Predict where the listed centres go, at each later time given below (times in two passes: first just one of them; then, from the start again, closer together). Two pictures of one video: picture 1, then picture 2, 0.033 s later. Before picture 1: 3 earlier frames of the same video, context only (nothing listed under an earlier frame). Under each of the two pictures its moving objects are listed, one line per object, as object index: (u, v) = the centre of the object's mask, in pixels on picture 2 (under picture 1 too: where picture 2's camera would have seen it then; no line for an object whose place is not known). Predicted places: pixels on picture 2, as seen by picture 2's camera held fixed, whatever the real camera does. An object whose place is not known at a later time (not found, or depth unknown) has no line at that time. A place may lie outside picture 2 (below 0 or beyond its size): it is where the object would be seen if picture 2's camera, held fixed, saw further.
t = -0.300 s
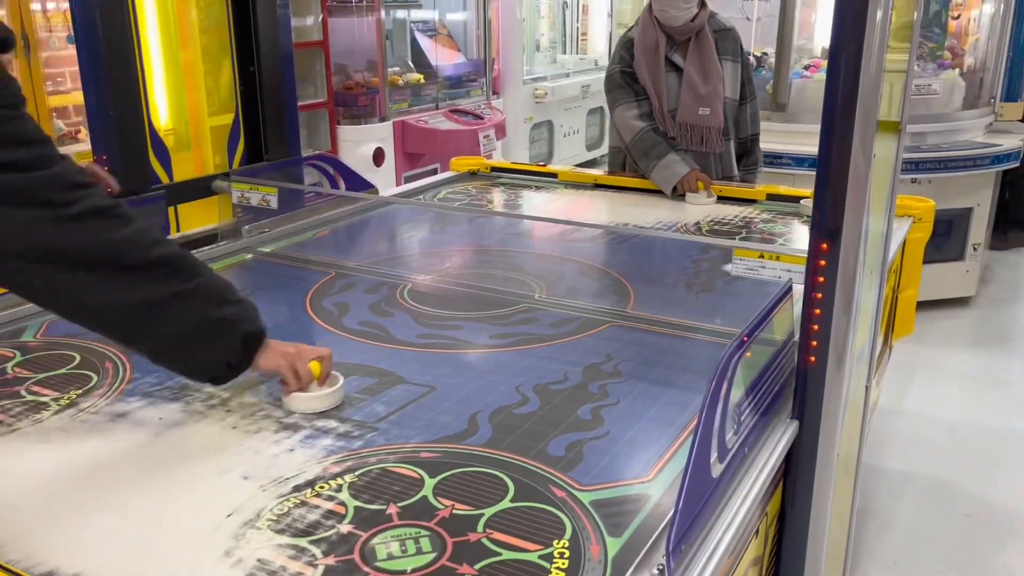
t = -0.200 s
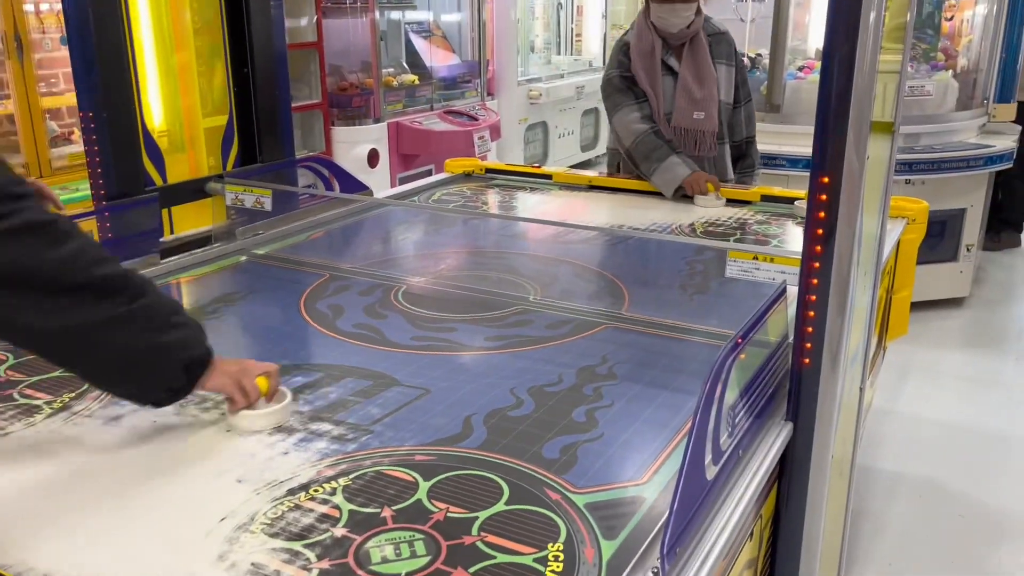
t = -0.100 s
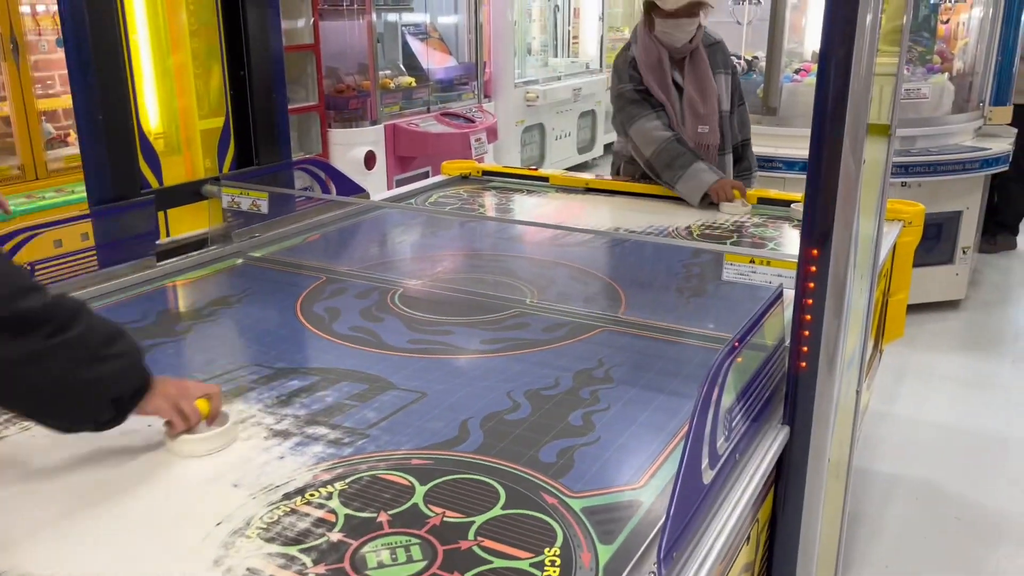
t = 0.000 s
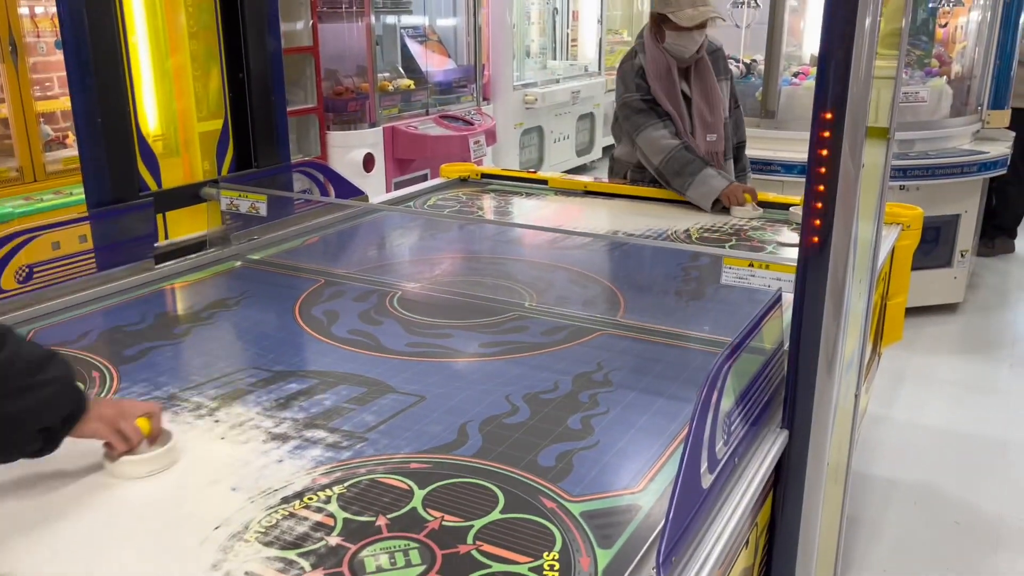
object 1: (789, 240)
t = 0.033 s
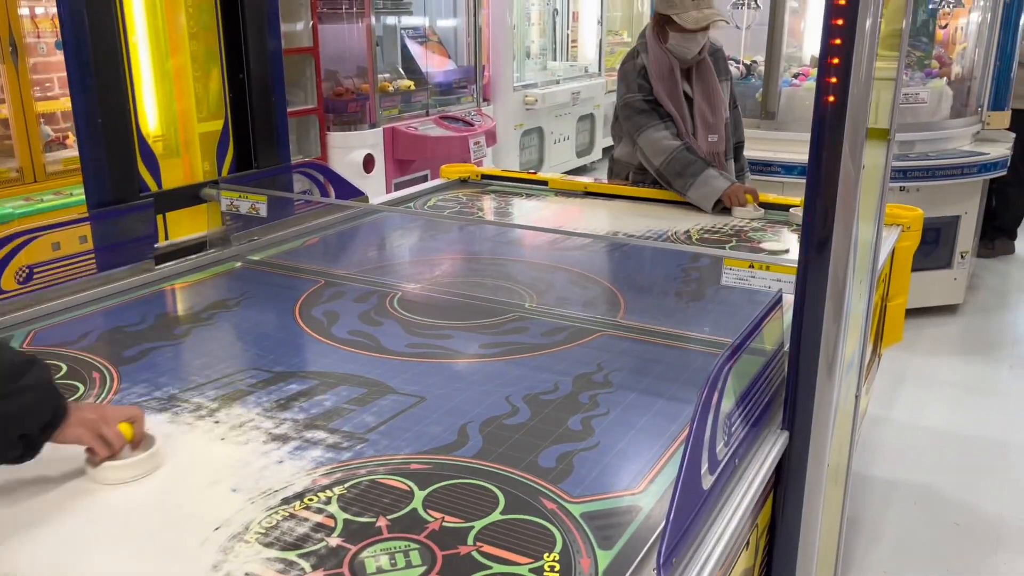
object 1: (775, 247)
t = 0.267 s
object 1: (651, 290)
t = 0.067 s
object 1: (759, 251)
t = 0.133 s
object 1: (716, 264)
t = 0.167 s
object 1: (706, 270)
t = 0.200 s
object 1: (688, 277)
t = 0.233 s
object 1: (669, 283)
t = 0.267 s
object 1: (651, 290)
